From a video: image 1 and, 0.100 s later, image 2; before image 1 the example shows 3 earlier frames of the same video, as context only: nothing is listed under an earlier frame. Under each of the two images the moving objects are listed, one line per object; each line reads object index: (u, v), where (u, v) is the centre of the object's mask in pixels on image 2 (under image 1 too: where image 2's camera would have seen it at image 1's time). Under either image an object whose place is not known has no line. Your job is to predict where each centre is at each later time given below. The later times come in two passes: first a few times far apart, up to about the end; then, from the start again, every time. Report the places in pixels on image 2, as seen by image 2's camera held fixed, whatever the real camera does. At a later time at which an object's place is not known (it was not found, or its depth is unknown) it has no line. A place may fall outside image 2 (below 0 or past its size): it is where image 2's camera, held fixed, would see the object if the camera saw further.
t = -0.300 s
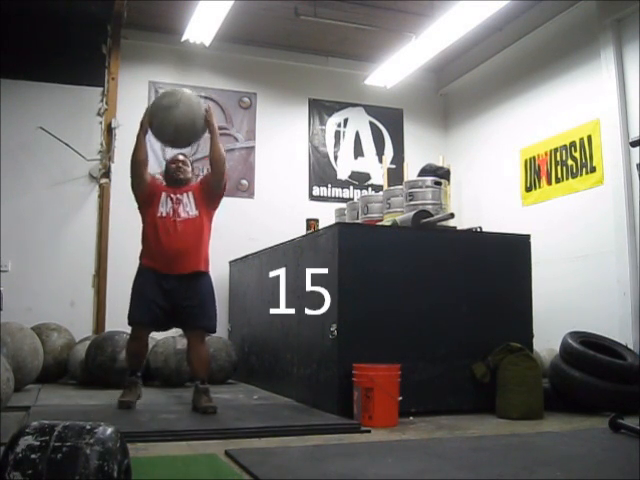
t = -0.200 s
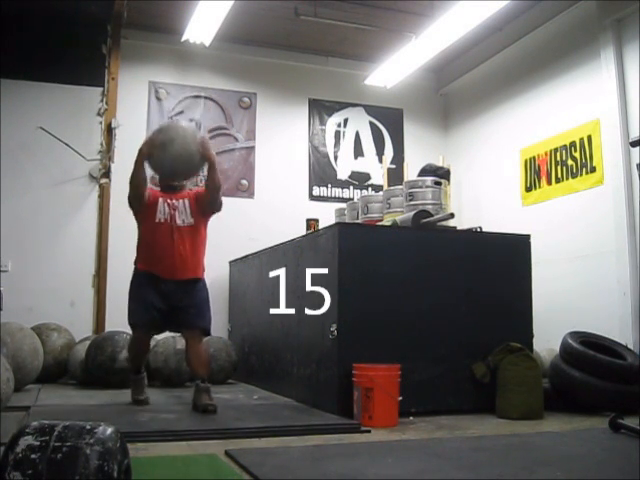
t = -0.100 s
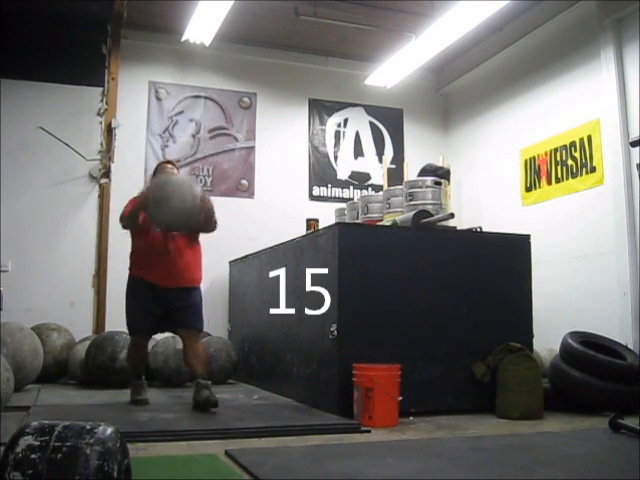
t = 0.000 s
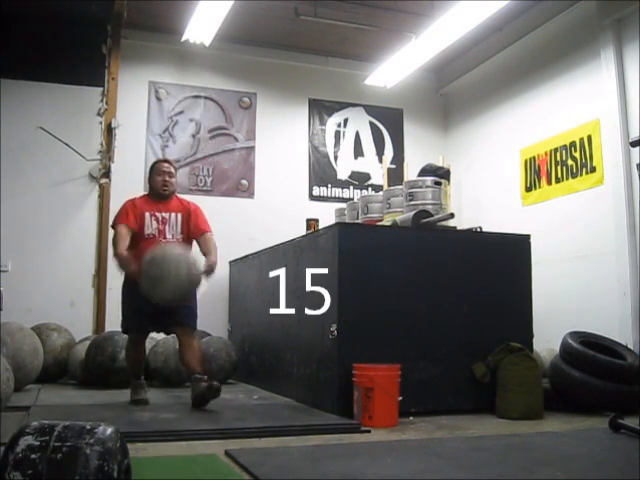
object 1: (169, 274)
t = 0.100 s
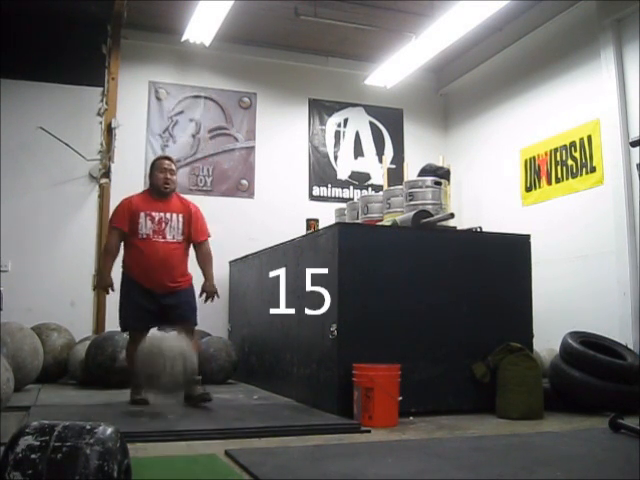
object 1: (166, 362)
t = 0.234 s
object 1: (167, 345)
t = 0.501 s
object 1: (171, 327)
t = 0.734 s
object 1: (173, 374)
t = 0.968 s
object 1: (174, 379)
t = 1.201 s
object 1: (176, 380)
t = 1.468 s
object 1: (180, 381)
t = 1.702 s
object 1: (183, 381)
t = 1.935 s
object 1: (186, 381)
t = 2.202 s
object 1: (188, 381)
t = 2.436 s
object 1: (190, 381)
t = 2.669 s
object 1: (191, 381)
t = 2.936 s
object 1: (191, 381)
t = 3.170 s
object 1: (190, 381)
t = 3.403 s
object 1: (190, 381)
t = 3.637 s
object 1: (190, 381)
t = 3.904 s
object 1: (190, 381)
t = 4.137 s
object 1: (190, 381)
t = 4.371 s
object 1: (190, 381)
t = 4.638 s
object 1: (190, 381)
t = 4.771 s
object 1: (190, 381)
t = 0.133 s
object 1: (165, 380)
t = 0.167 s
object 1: (166, 366)
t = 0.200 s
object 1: (167, 355)
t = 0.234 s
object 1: (167, 345)
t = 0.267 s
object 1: (168, 336)
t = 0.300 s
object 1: (168, 330)
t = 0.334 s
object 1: (169, 326)
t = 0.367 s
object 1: (169, 323)
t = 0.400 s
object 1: (170, 322)
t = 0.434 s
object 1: (170, 322)
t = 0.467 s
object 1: (170, 324)
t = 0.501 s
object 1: (171, 327)
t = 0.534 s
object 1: (171, 334)
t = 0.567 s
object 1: (171, 342)
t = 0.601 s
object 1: (172, 351)
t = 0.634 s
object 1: (172, 361)
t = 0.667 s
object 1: (172, 374)
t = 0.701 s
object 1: (172, 380)
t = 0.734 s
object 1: (173, 374)
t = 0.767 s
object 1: (173, 370)
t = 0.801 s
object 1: (173, 367)
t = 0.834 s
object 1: (174, 366)
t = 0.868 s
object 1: (174, 366)
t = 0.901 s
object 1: (174, 369)
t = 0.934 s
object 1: (174, 373)
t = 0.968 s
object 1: (174, 379)
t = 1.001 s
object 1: (174, 380)
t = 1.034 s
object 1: (175, 377)
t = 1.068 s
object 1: (175, 377)
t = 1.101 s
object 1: (175, 377)
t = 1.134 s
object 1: (176, 380)
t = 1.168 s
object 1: (176, 381)
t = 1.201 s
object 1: (176, 380)
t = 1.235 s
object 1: (177, 381)
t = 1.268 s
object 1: (177, 381)
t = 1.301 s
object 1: (178, 381)
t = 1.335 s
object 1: (178, 381)
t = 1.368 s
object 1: (179, 381)
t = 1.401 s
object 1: (179, 381)
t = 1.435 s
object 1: (180, 381)
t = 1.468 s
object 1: (180, 381)
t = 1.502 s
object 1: (180, 381)
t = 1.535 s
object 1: (181, 381)
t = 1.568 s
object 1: (181, 381)
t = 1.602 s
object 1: (182, 381)
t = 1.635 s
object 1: (182, 381)
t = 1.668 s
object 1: (182, 381)
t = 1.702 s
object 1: (183, 381)
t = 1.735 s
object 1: (183, 381)
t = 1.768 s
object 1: (184, 381)
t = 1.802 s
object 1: (184, 381)
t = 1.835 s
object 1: (185, 381)
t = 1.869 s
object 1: (185, 381)
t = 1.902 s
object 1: (185, 381)
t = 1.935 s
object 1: (186, 381)
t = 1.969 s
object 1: (186, 381)
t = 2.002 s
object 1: (186, 381)
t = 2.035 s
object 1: (186, 381)
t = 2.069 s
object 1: (187, 381)
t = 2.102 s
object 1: (187, 381)
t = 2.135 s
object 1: (187, 381)
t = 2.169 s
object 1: (188, 381)
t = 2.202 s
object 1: (188, 381)
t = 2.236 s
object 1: (188, 381)
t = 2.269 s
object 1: (189, 381)
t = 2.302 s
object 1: (189, 381)
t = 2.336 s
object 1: (189, 381)
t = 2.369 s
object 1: (189, 381)
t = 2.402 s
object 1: (190, 381)
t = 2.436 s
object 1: (190, 381)
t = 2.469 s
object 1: (190, 381)
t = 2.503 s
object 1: (190, 381)
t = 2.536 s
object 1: (190, 381)
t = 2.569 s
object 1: (190, 381)
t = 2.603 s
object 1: (190, 381)
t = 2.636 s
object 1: (191, 381)
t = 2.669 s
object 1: (191, 381)
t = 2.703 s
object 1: (191, 381)
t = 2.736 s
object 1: (191, 381)
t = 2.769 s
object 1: (191, 381)
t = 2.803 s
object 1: (191, 381)
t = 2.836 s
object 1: (191, 381)
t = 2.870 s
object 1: (191, 381)
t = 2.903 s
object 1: (191, 381)
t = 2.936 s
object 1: (191, 381)
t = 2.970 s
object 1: (191, 381)
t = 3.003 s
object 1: (191, 381)
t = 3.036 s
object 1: (191, 381)
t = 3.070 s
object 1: (190, 381)
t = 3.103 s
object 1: (190, 381)
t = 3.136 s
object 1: (190, 381)
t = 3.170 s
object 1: (190, 381)
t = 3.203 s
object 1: (190, 381)
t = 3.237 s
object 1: (190, 381)
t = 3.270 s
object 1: (190, 381)
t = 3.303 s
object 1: (190, 381)
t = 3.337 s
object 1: (190, 381)
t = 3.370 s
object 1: (190, 381)
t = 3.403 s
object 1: (190, 381)
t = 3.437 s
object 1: (190, 381)
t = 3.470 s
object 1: (190, 381)
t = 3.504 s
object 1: (190, 381)
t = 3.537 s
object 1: (190, 381)
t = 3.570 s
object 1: (190, 381)
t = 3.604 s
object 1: (190, 381)
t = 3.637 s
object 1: (190, 381)
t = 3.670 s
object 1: (190, 381)
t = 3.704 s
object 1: (190, 381)
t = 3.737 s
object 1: (190, 381)
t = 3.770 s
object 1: (190, 381)
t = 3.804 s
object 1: (190, 381)
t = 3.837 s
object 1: (190, 381)
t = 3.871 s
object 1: (190, 381)
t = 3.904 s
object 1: (190, 381)
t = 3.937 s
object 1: (190, 381)
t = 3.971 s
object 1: (190, 381)
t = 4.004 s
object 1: (190, 381)
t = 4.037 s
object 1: (190, 381)
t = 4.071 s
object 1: (190, 381)
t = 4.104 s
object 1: (190, 381)
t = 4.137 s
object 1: (190, 381)
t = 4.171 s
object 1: (190, 381)
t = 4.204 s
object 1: (190, 381)
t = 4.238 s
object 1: (190, 381)
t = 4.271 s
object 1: (190, 381)
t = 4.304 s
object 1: (190, 381)
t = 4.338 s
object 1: (190, 381)
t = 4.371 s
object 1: (190, 381)
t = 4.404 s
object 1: (190, 381)
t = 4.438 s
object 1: (190, 381)
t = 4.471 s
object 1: (190, 381)
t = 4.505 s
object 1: (190, 381)
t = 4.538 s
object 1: (190, 381)
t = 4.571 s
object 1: (190, 381)
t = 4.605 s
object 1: (190, 381)
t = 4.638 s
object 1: (190, 381)
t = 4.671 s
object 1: (190, 381)
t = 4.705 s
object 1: (190, 381)
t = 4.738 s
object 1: (190, 381)
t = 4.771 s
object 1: (190, 381)
